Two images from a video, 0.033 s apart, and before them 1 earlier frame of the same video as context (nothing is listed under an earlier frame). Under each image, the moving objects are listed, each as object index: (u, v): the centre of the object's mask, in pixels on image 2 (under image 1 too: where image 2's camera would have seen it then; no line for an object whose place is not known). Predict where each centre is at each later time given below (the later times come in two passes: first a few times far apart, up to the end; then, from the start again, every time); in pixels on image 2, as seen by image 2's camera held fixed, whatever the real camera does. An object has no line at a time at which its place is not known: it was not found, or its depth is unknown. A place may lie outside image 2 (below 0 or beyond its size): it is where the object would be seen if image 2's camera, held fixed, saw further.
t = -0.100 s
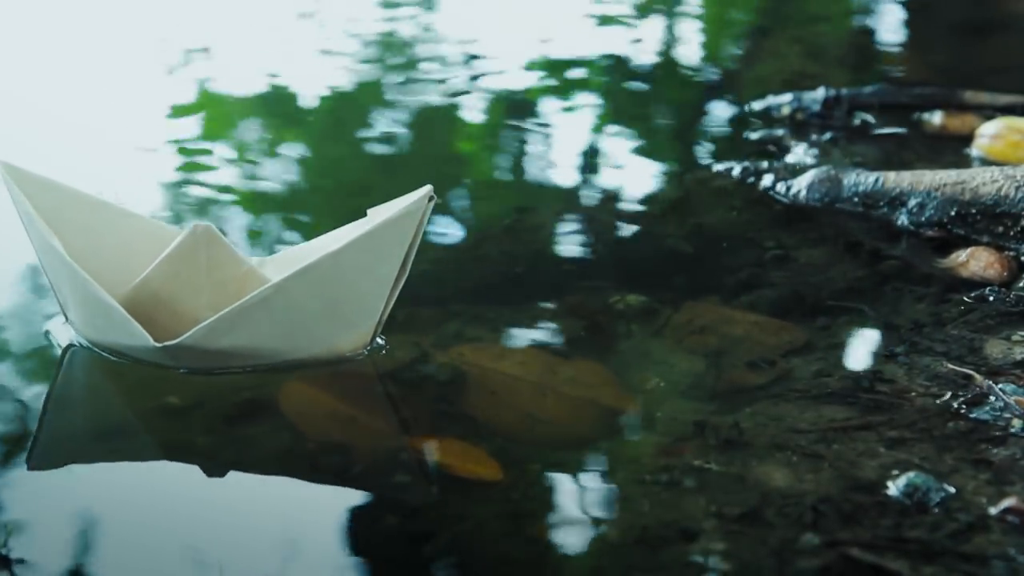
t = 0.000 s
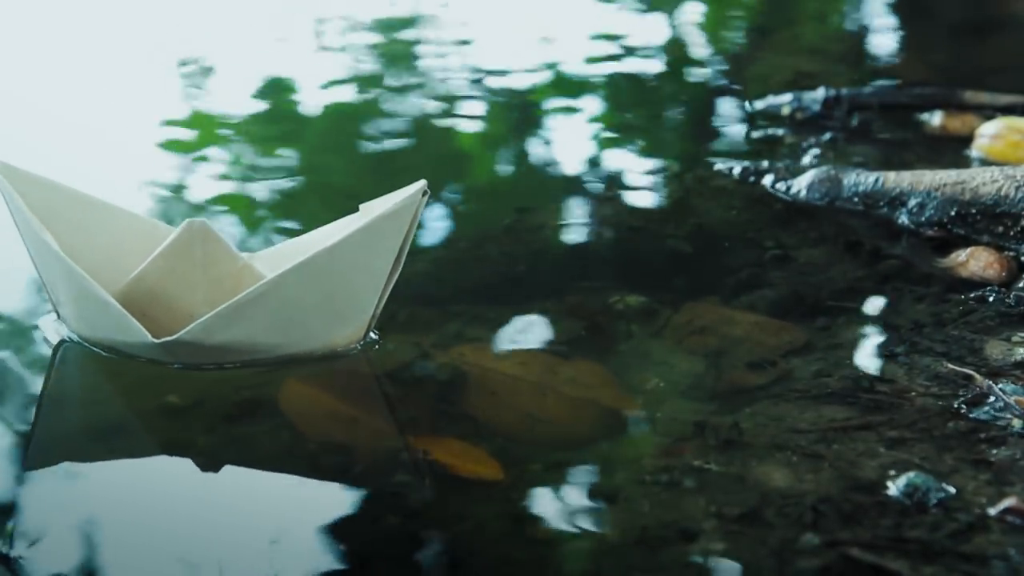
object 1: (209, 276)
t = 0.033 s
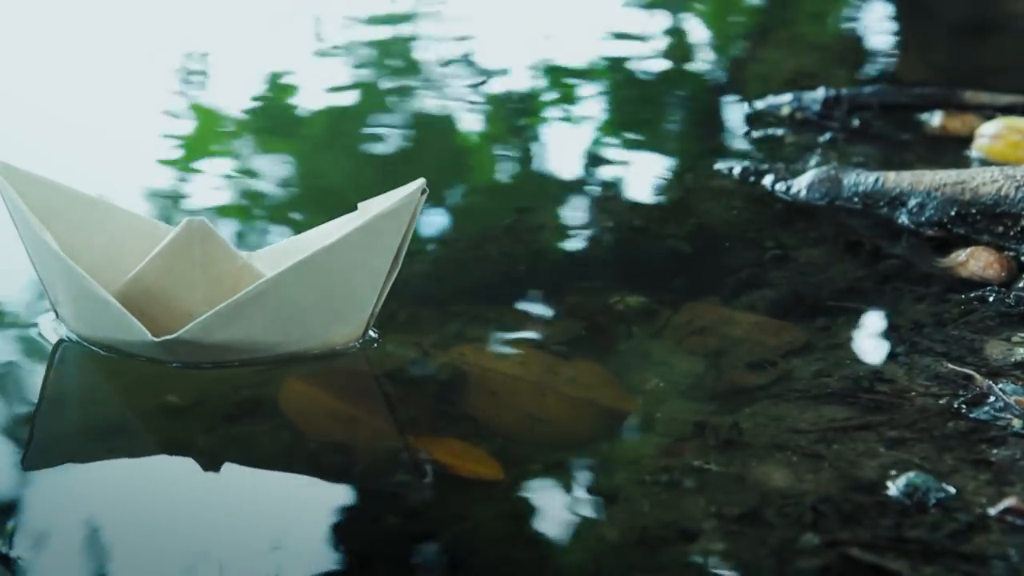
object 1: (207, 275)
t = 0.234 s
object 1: (201, 272)
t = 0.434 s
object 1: (196, 266)
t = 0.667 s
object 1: (190, 263)
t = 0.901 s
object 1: (183, 254)
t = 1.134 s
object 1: (179, 249)
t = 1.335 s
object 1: (175, 246)
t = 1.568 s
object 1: (170, 241)
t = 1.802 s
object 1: (164, 236)
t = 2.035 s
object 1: (159, 231)
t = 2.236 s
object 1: (154, 227)
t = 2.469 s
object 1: (148, 222)
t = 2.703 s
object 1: (145, 218)
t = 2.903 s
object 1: (141, 215)
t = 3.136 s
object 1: (136, 212)
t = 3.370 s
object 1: (132, 207)
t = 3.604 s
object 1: (127, 203)
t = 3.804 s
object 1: (125, 203)
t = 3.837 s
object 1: (124, 203)
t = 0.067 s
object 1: (206, 274)
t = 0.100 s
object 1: (205, 273)
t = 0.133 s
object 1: (204, 272)
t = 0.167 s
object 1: (203, 272)
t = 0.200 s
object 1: (202, 272)
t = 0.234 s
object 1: (201, 272)
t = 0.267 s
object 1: (200, 271)
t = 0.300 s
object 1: (199, 271)
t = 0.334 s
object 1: (199, 270)
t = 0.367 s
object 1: (198, 269)
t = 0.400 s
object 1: (197, 267)
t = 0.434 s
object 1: (196, 266)
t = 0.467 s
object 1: (195, 266)
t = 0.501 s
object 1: (194, 265)
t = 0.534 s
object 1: (194, 265)
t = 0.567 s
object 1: (193, 264)
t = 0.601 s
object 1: (192, 264)
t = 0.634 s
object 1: (191, 264)
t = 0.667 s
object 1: (190, 263)
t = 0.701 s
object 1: (188, 261)
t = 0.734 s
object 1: (188, 260)
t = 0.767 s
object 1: (187, 259)
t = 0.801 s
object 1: (186, 258)
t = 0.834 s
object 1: (185, 256)
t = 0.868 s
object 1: (184, 255)
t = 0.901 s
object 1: (183, 254)
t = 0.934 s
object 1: (183, 254)
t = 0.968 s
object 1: (182, 253)
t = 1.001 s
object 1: (181, 253)
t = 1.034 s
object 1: (181, 253)
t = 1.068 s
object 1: (180, 251)
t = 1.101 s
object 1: (179, 250)
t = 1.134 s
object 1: (179, 249)
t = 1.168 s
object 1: (178, 249)
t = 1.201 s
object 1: (178, 248)
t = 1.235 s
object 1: (177, 247)
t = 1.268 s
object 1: (176, 247)
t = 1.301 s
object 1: (176, 246)
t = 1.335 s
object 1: (175, 246)
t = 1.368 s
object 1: (174, 246)
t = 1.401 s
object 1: (174, 246)
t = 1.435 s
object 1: (173, 245)
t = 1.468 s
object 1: (173, 245)
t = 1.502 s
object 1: (172, 243)
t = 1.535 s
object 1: (171, 242)
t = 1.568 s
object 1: (170, 241)
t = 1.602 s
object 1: (169, 241)
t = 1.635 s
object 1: (168, 240)
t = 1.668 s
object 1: (167, 239)
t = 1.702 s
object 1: (166, 238)
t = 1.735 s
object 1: (165, 238)
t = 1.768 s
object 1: (165, 237)
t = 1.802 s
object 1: (164, 236)
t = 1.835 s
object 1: (163, 236)
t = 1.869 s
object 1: (163, 235)
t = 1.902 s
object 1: (162, 234)
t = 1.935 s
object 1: (161, 233)
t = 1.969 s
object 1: (160, 232)
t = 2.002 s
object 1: (160, 231)
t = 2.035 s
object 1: (159, 231)
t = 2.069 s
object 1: (158, 230)
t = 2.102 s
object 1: (157, 230)
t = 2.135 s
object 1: (156, 230)
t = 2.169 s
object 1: (156, 230)
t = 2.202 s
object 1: (154, 228)
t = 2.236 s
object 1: (154, 227)
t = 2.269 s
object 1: (153, 226)
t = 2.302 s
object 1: (153, 225)
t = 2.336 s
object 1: (151, 224)
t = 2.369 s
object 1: (150, 223)
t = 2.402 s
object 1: (149, 222)
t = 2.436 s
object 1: (149, 222)
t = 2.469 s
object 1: (148, 222)
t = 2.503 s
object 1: (148, 221)
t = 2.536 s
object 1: (147, 221)
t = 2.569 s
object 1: (147, 221)
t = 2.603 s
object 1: (146, 220)
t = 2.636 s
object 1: (146, 220)
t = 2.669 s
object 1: (145, 219)
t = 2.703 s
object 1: (145, 218)
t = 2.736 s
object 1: (144, 218)
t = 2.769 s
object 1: (143, 218)
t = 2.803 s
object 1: (143, 218)
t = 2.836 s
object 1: (142, 218)
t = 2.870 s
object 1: (142, 217)
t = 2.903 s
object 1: (141, 215)
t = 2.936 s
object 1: (141, 215)
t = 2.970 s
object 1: (140, 214)
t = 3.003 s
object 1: (139, 214)
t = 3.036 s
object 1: (138, 213)
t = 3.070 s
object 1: (137, 213)
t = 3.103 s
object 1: (137, 212)
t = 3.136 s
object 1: (136, 212)
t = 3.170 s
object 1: (136, 211)
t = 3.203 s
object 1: (136, 210)
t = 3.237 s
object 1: (135, 210)
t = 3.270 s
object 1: (135, 209)
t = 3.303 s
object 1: (134, 208)
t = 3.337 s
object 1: (133, 207)
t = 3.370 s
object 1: (132, 207)
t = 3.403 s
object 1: (131, 206)
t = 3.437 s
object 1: (130, 206)
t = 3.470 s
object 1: (129, 205)
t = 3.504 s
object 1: (128, 205)
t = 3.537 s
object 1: (128, 205)
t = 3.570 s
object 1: (127, 204)
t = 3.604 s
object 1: (127, 203)
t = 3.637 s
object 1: (127, 202)
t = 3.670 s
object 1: (126, 202)
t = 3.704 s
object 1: (125, 203)
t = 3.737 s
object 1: (125, 203)
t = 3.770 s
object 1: (125, 204)
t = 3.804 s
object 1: (125, 203)
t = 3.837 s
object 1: (124, 203)
